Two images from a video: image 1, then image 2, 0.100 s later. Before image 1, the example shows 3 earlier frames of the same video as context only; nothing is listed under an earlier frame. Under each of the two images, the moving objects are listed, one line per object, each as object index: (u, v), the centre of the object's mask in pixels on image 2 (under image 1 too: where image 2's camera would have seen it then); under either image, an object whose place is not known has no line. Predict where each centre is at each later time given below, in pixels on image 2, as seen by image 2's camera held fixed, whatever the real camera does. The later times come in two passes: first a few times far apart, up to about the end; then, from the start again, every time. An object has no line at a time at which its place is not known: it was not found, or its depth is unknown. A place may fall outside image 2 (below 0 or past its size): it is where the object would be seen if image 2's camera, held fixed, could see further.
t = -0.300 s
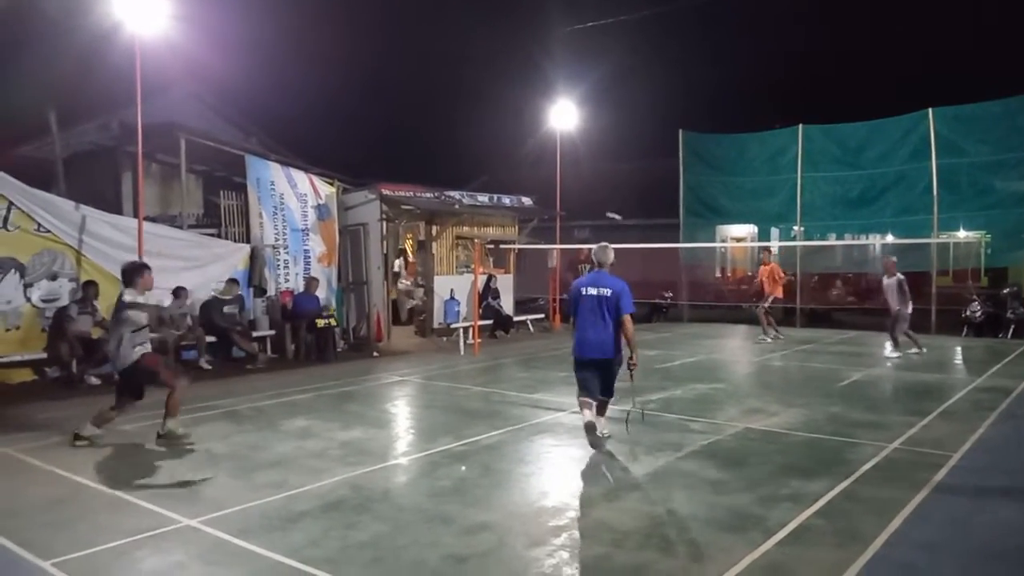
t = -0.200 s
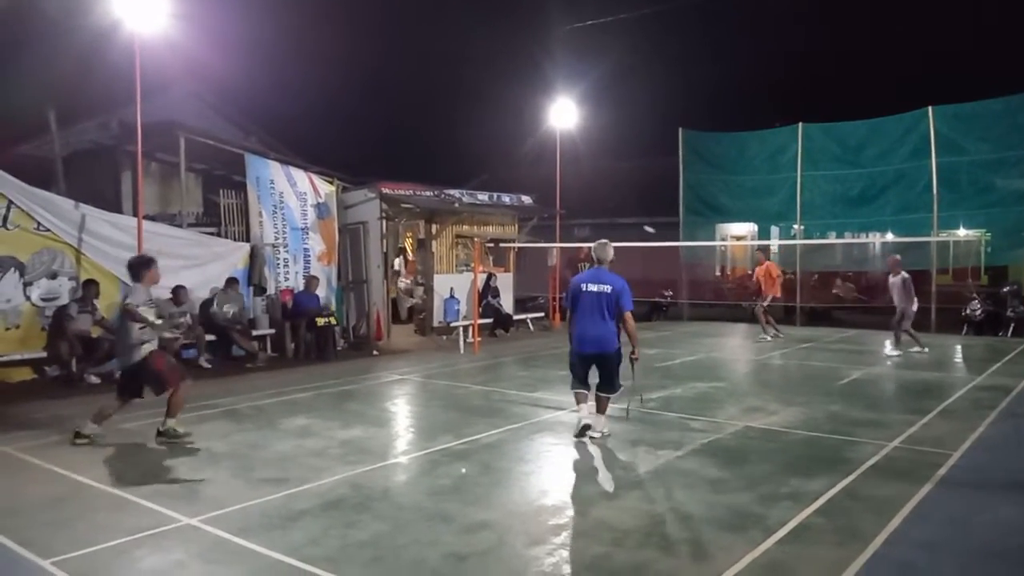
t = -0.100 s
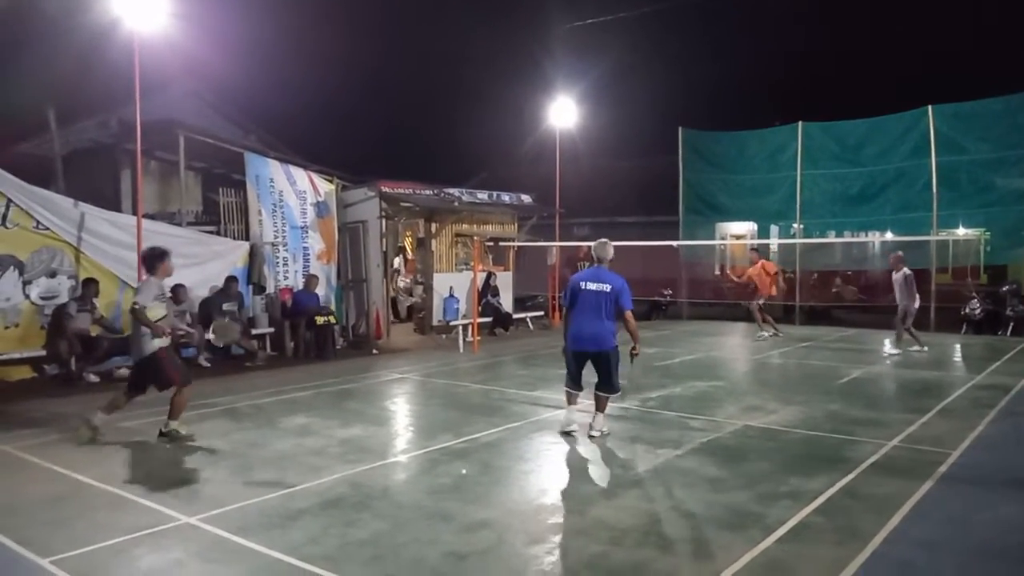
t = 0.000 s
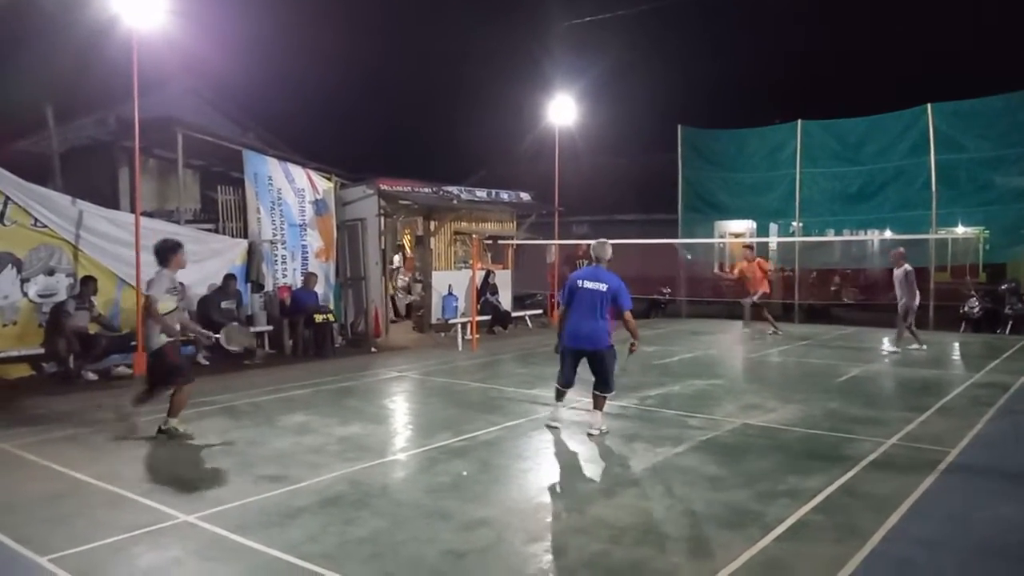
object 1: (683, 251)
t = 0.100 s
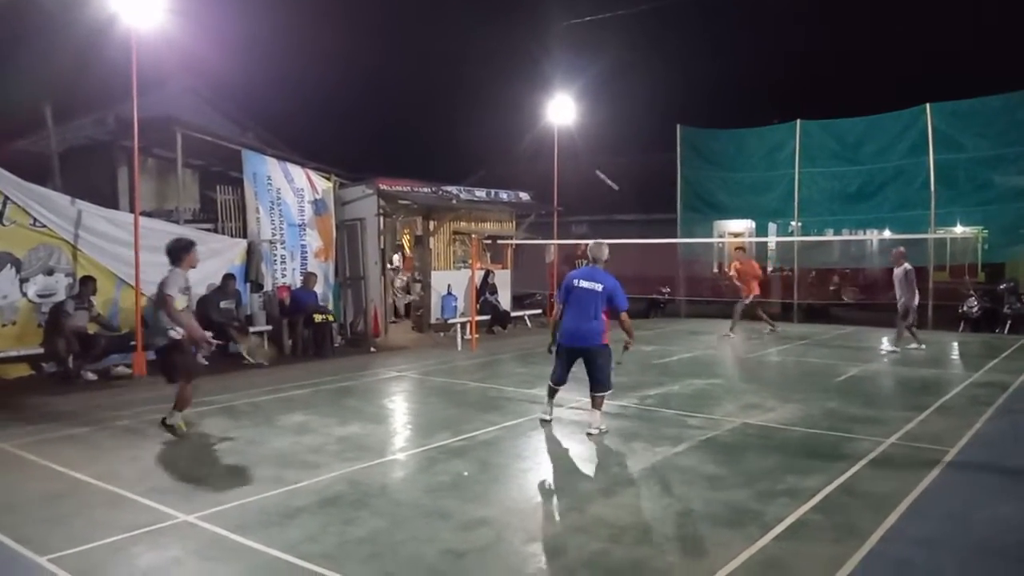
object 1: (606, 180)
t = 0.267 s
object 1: (505, 100)
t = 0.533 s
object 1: (369, 41)
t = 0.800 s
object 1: (238, 59)
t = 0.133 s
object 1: (584, 160)
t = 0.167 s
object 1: (563, 143)
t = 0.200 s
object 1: (544, 127)
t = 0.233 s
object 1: (524, 113)
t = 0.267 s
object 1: (505, 100)
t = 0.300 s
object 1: (488, 88)
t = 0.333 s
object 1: (470, 78)
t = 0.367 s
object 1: (453, 69)
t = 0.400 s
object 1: (436, 61)
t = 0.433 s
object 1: (419, 54)
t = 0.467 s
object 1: (402, 49)
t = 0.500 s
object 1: (385, 44)
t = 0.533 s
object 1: (369, 41)
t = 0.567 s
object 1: (352, 39)
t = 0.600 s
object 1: (336, 38)
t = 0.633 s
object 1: (320, 39)
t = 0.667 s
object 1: (303, 40)
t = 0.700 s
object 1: (286, 44)
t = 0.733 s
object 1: (271, 47)
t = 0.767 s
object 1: (254, 52)
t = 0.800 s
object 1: (238, 59)
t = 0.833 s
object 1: (222, 68)
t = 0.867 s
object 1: (205, 78)
